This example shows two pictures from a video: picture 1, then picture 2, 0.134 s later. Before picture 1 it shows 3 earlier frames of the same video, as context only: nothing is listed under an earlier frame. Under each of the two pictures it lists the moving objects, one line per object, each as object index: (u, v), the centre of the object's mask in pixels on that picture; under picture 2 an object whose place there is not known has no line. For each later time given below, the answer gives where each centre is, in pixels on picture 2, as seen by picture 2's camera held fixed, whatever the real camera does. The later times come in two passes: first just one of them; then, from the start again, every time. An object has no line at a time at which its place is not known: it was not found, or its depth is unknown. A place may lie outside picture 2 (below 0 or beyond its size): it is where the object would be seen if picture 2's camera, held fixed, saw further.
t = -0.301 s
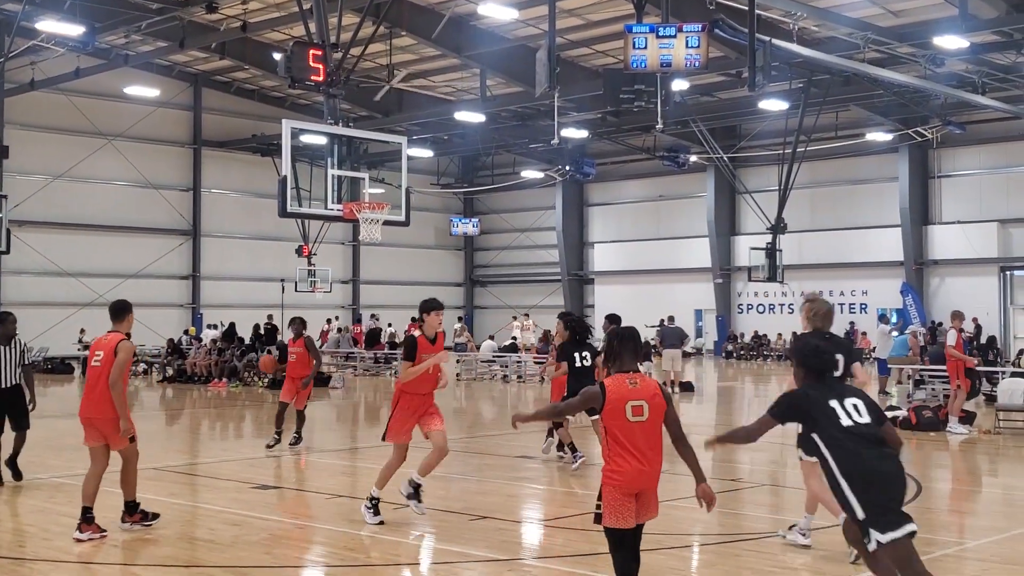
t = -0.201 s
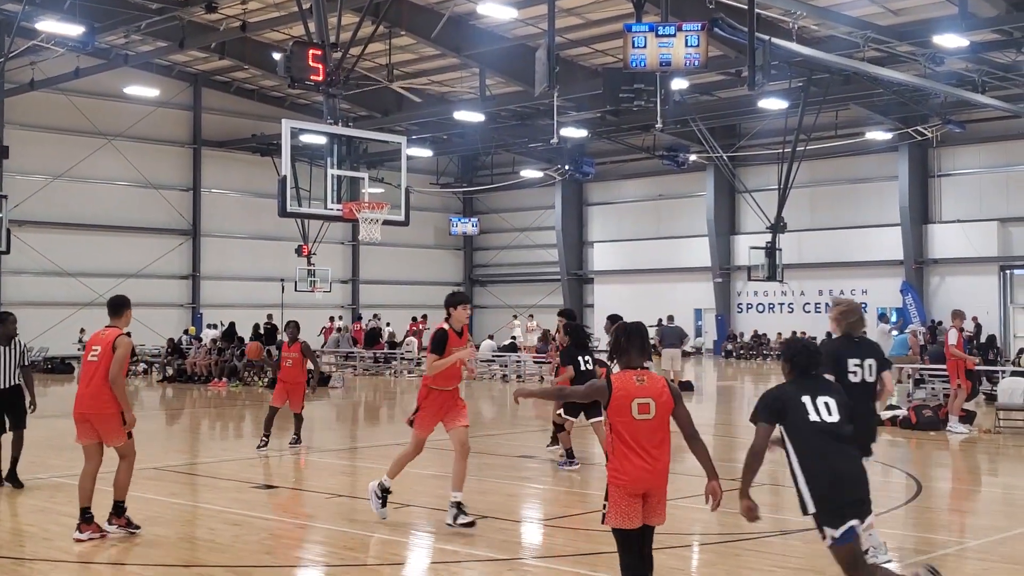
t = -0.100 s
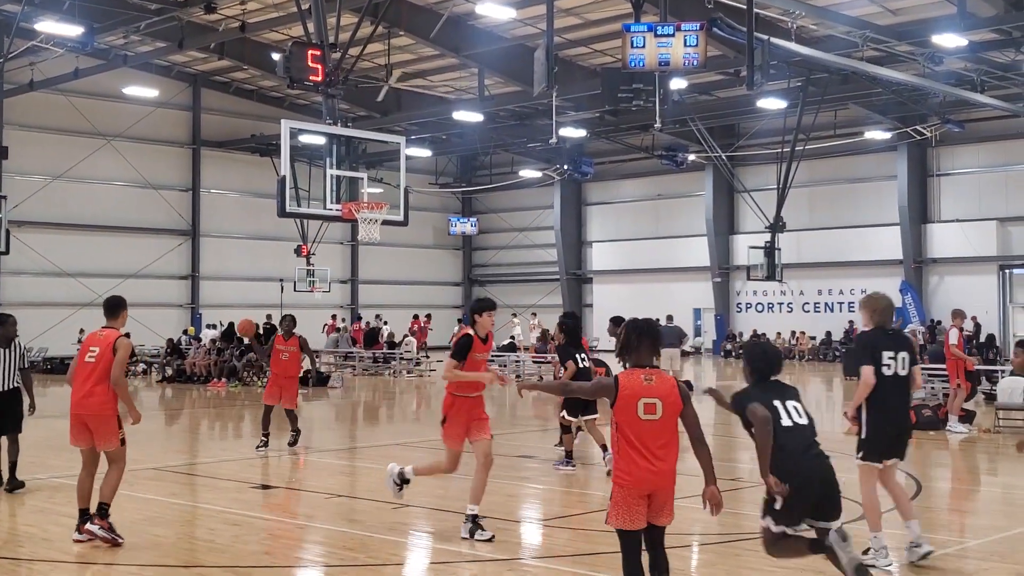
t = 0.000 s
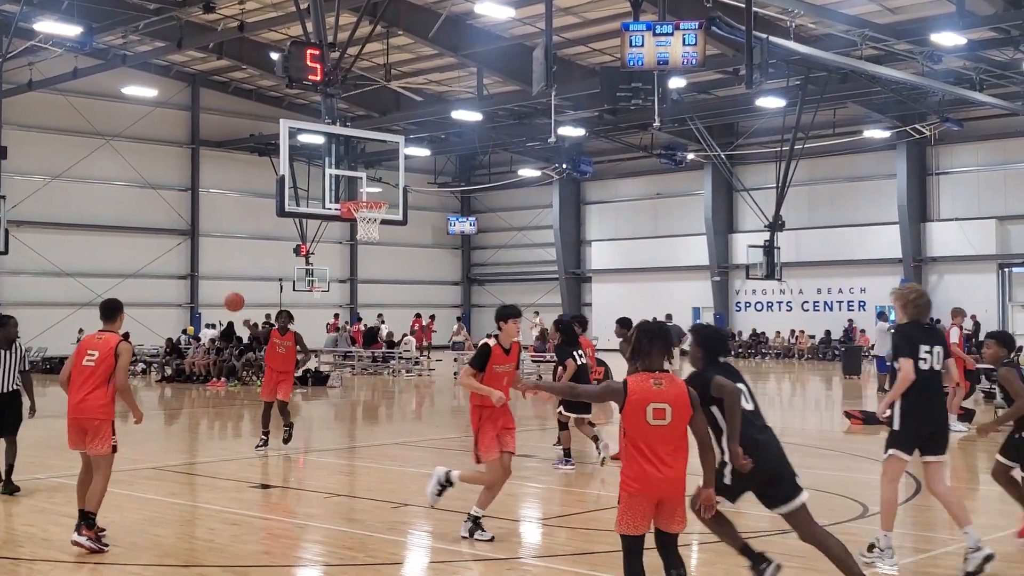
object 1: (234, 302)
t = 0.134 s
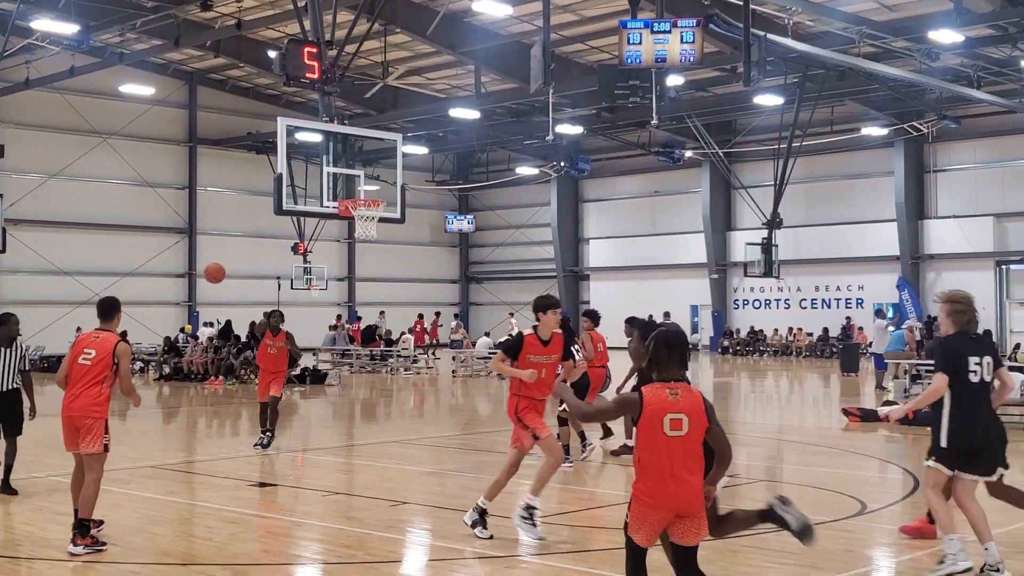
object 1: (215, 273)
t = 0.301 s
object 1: (188, 255)
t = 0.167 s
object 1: (209, 268)
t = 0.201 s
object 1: (204, 263)
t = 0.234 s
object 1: (199, 260)
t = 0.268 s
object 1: (194, 257)
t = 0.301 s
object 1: (188, 255)
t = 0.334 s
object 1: (182, 254)
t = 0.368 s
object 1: (176, 254)
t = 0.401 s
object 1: (169, 254)
